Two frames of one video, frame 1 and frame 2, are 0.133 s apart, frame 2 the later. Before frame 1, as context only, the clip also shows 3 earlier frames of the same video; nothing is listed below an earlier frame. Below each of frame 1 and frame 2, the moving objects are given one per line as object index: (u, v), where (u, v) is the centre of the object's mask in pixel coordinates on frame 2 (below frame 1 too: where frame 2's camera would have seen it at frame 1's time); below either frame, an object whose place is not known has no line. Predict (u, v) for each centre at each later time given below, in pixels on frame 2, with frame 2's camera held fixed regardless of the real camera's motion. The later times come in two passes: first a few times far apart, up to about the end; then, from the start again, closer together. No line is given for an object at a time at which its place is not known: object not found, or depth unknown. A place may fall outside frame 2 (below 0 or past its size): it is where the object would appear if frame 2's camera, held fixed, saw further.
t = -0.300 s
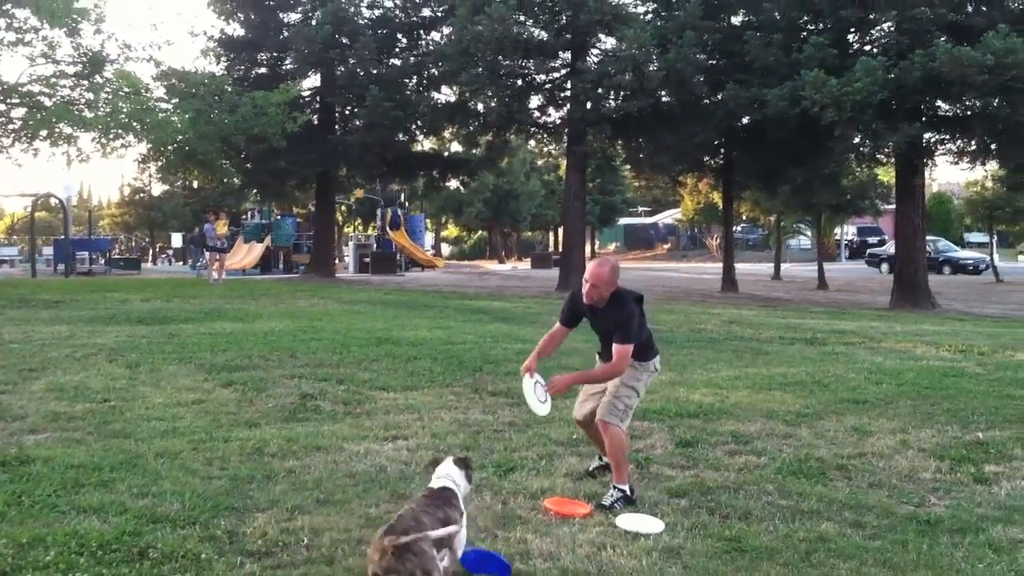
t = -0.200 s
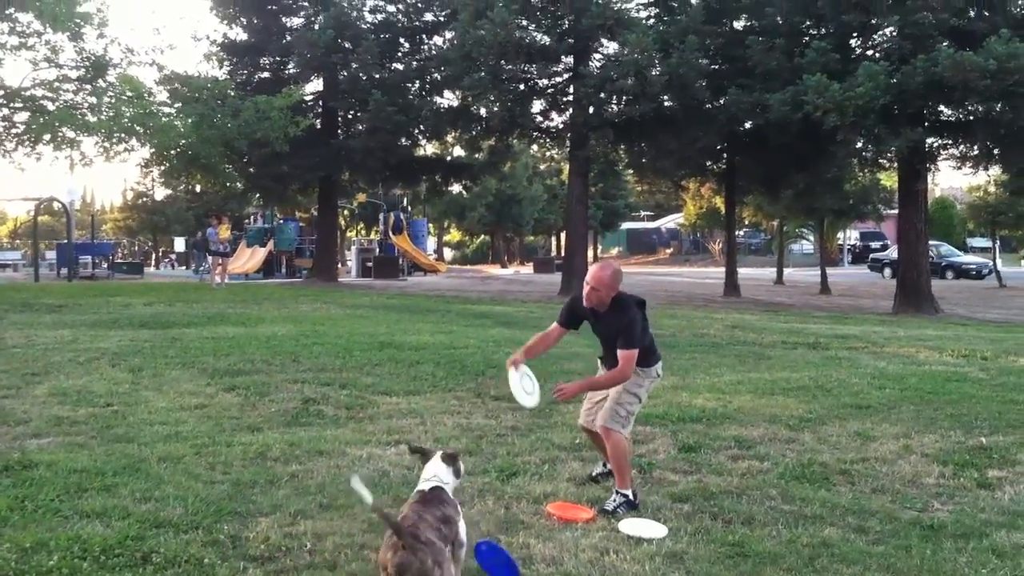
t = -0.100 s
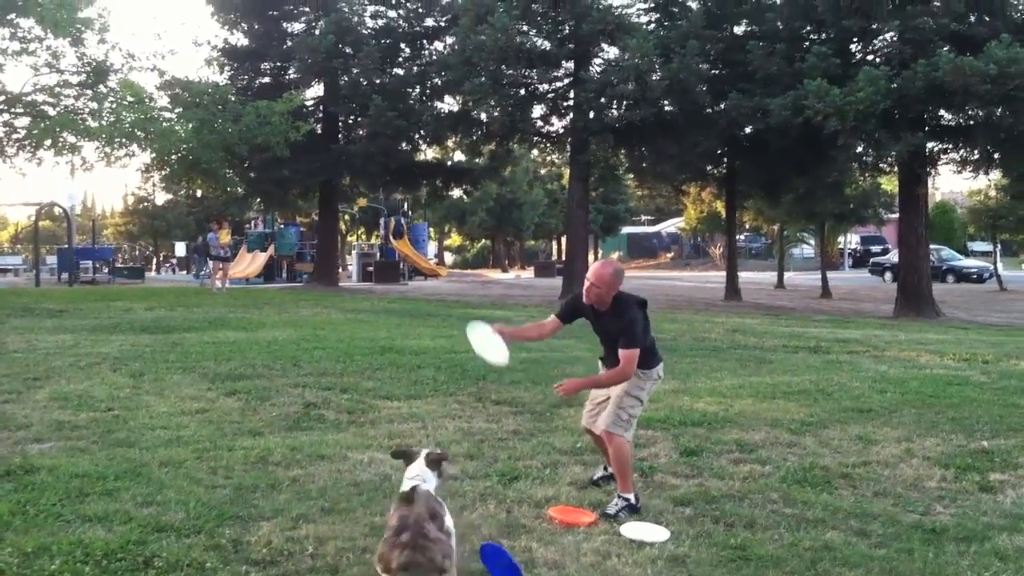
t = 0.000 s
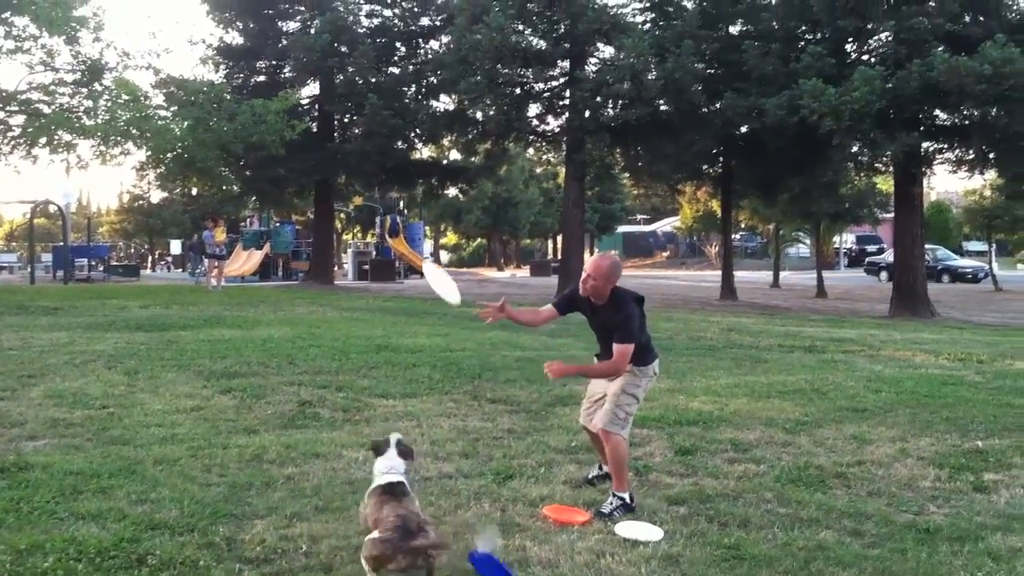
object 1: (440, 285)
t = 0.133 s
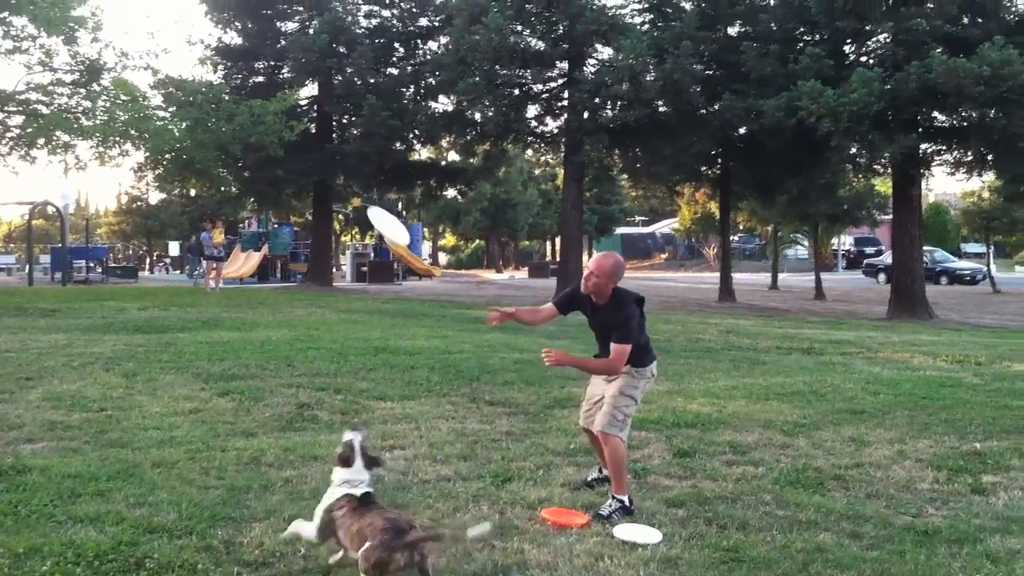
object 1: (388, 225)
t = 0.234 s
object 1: (356, 195)
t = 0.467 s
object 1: (311, 172)
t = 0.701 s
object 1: (311, 238)
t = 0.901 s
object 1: (360, 411)
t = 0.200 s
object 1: (365, 204)
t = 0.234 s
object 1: (356, 195)
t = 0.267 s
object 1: (349, 187)
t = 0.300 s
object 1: (340, 181)
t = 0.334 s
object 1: (333, 176)
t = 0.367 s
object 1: (326, 173)
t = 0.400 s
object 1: (319, 170)
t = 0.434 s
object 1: (315, 170)
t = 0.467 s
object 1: (311, 172)
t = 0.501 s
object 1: (308, 175)
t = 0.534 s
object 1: (306, 179)
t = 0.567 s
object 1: (304, 186)
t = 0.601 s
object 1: (305, 194)
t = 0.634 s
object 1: (304, 206)
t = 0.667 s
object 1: (308, 220)
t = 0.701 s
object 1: (311, 238)
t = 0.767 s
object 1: (321, 280)
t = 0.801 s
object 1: (329, 307)
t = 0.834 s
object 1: (337, 337)
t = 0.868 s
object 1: (348, 372)
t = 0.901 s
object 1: (360, 411)
